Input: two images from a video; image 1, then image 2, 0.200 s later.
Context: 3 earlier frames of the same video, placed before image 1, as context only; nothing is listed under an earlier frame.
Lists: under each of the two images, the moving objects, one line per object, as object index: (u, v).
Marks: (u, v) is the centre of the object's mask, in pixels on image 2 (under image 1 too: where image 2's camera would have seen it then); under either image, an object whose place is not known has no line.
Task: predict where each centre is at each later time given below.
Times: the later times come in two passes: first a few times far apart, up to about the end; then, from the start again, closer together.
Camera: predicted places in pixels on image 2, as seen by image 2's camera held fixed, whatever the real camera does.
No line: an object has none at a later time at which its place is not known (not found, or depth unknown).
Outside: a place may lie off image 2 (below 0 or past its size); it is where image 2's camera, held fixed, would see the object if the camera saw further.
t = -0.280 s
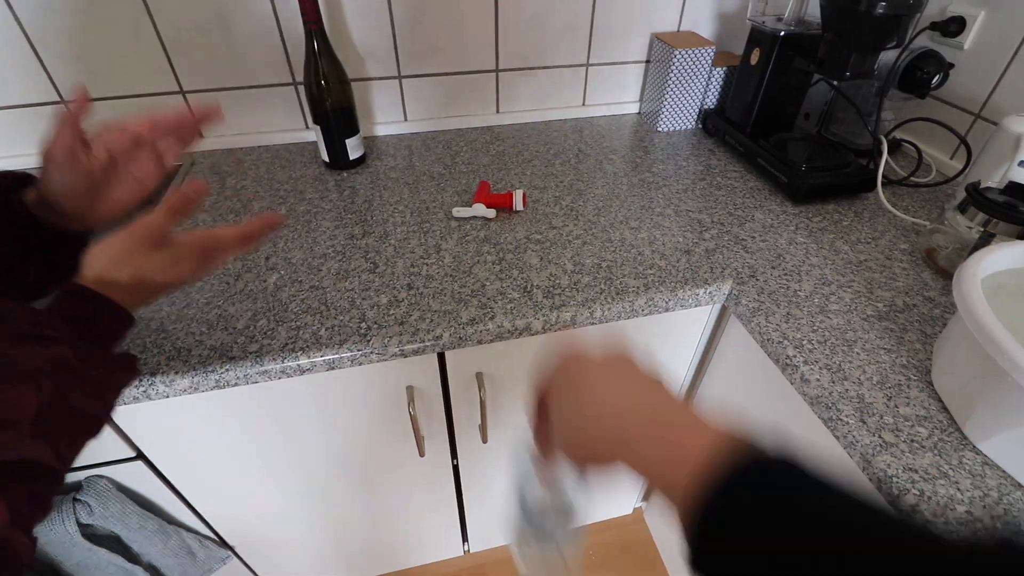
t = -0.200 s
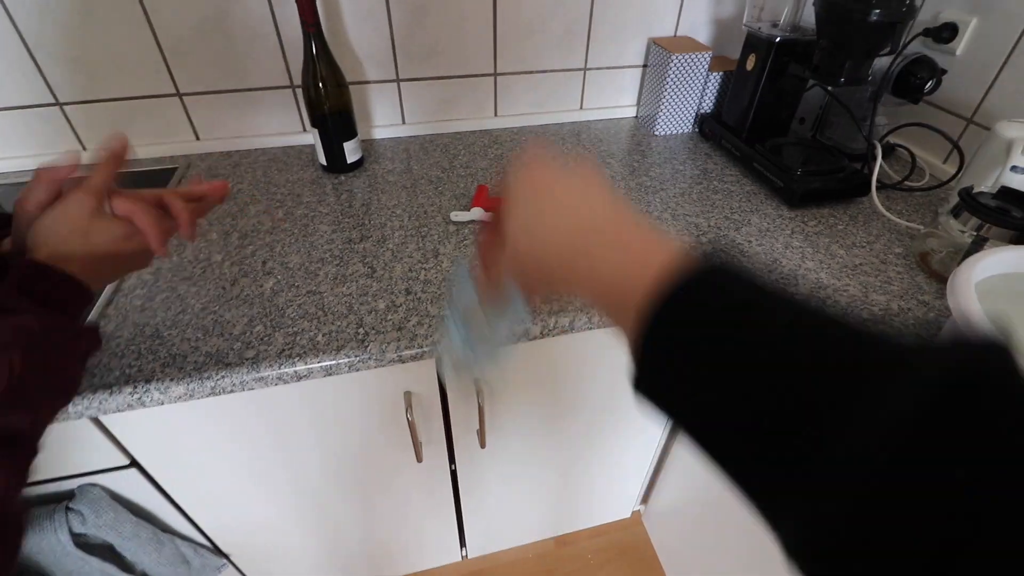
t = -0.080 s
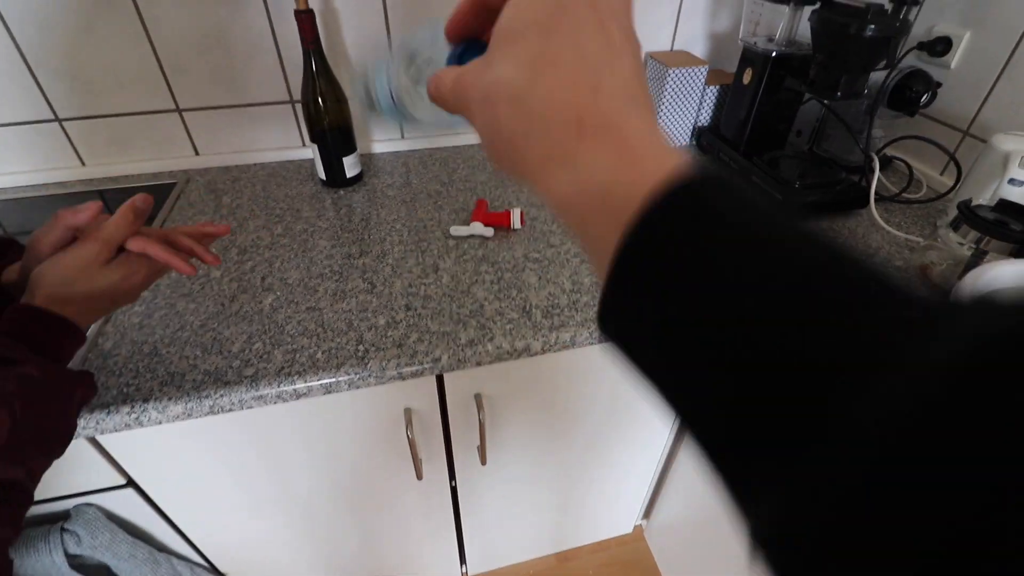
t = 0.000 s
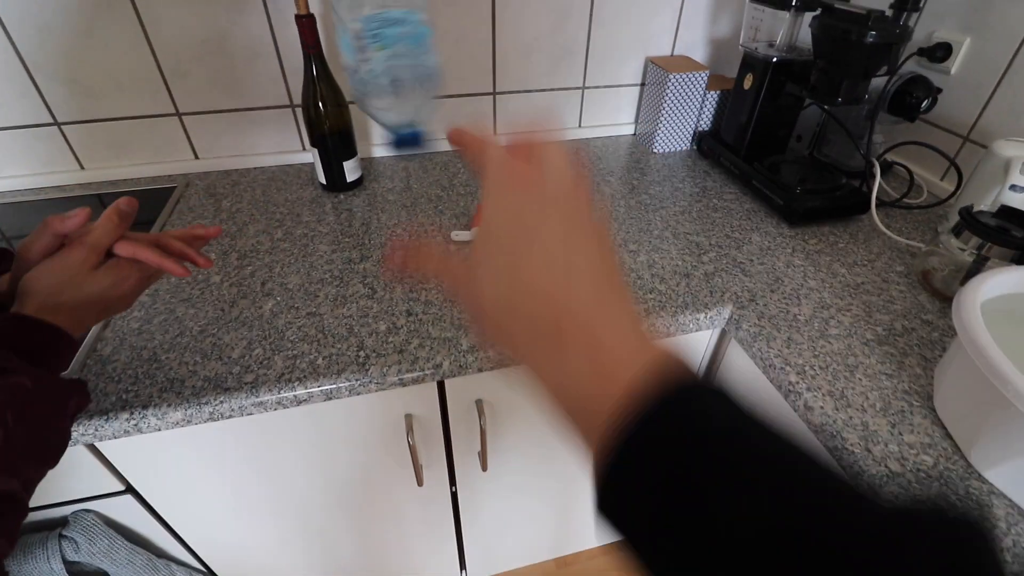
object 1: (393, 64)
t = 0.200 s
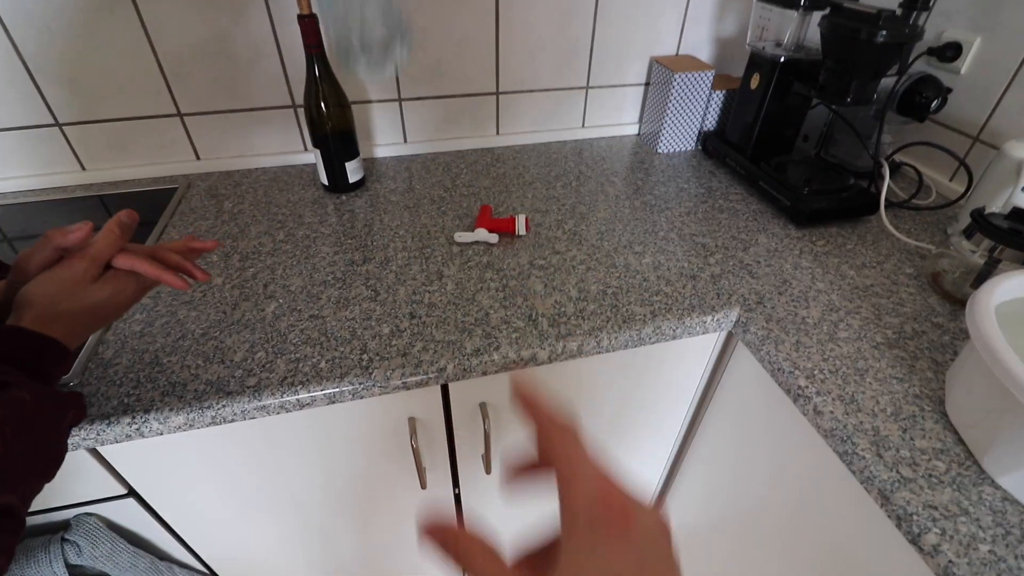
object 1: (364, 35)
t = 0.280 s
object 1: (355, 103)
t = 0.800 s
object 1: (378, 230)
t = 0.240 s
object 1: (356, 67)
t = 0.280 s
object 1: (355, 103)
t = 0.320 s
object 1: (366, 172)
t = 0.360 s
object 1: (379, 240)
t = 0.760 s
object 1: (380, 230)
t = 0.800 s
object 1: (378, 230)
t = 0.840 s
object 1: (379, 230)
